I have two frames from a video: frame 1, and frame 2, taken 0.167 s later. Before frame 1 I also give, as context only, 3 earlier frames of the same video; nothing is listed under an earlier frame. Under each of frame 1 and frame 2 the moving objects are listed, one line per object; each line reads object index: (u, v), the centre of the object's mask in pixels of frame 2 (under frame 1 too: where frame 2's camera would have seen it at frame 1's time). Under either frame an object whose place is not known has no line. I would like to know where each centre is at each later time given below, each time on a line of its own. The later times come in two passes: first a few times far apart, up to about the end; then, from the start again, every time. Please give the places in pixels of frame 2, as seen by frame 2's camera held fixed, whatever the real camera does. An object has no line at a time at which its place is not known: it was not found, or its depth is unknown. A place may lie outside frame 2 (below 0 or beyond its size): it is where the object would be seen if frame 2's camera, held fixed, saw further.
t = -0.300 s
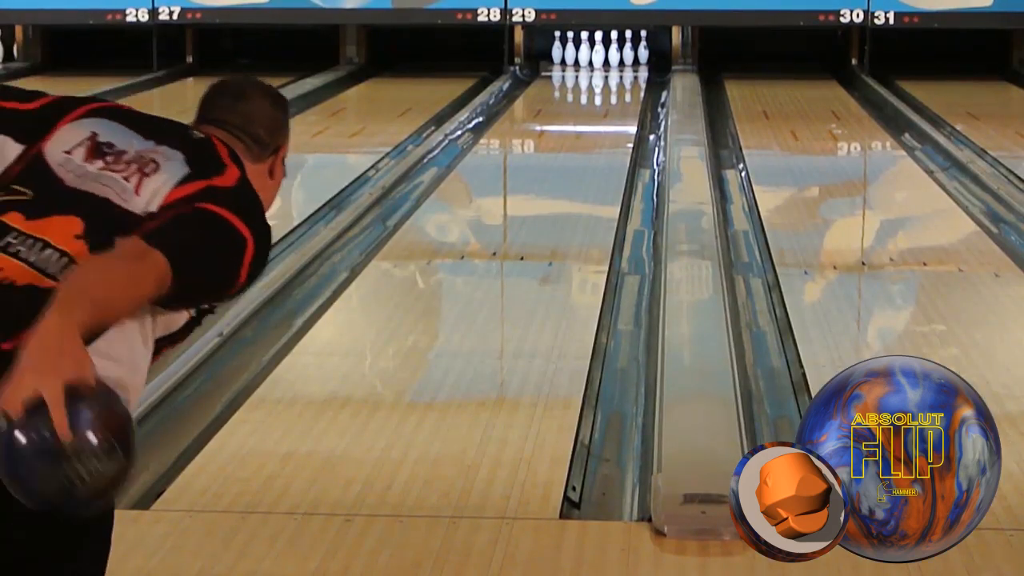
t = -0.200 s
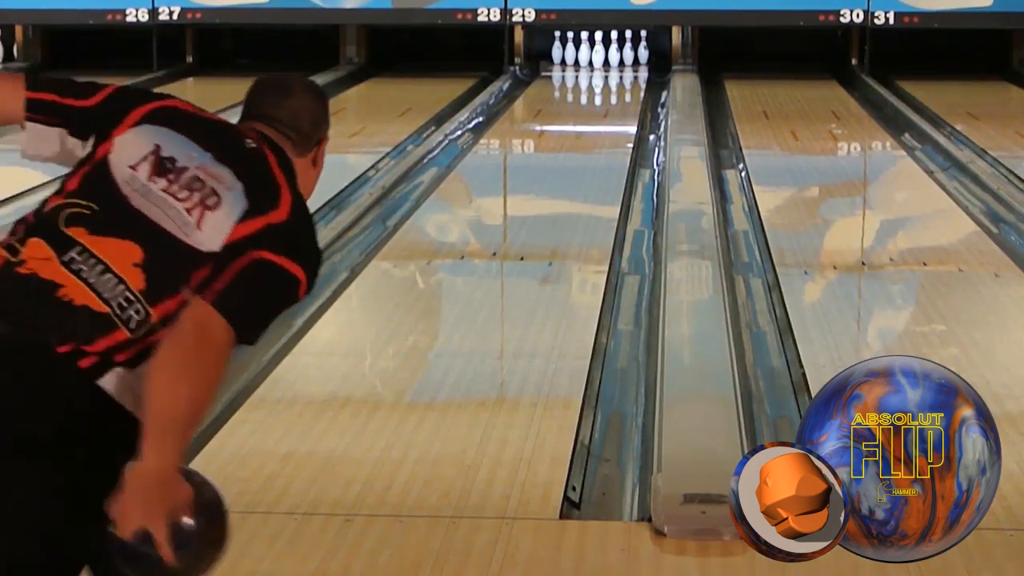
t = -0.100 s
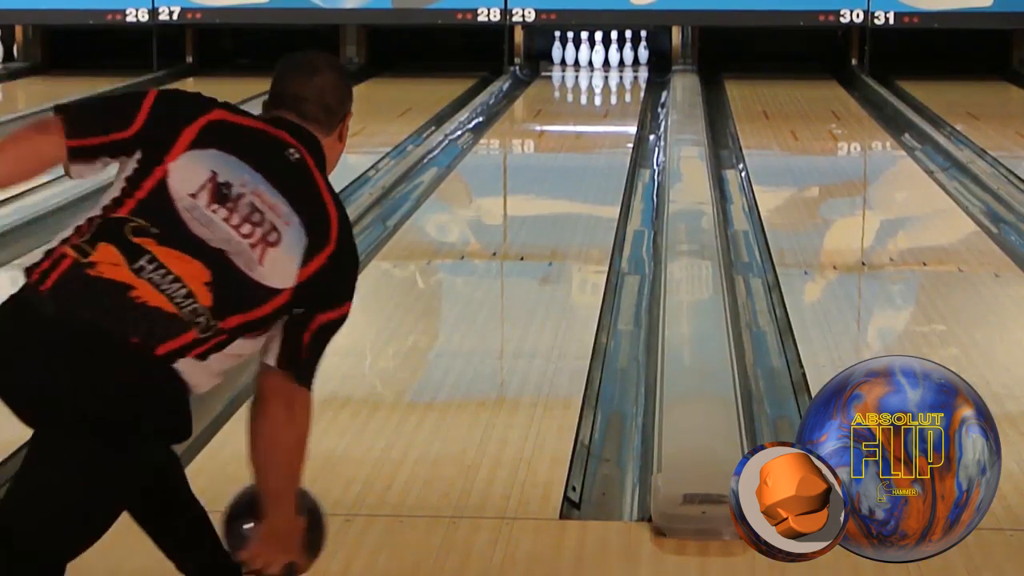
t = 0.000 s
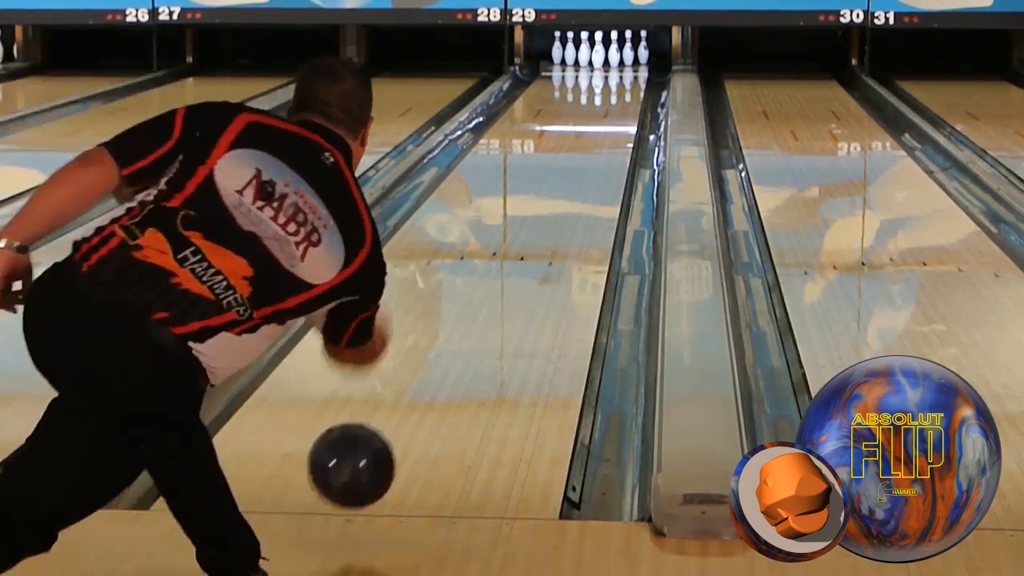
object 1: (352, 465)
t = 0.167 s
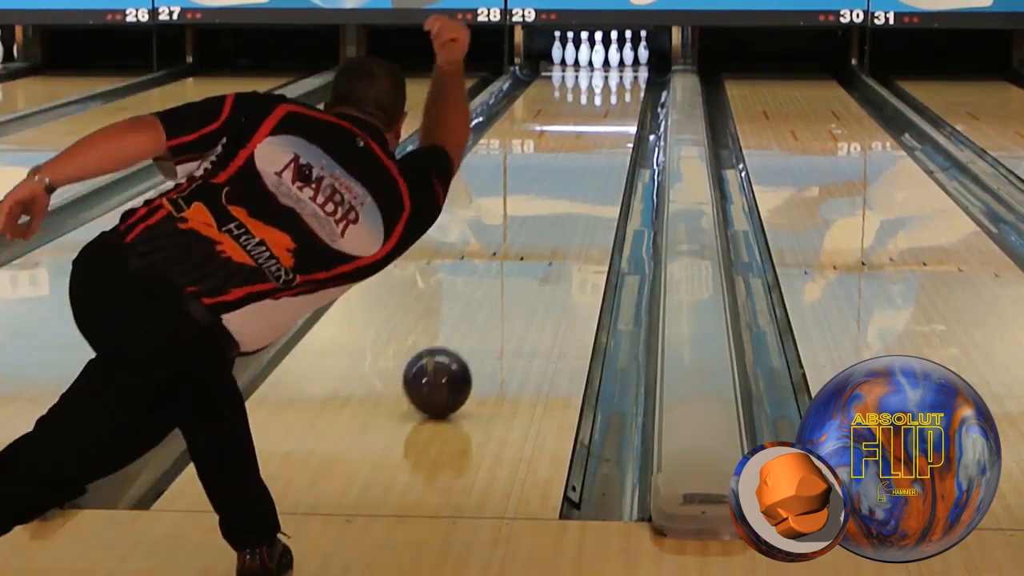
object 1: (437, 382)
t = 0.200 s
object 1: (450, 365)
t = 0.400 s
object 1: (510, 282)
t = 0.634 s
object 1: (557, 217)
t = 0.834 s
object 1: (583, 178)
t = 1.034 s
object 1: (603, 149)
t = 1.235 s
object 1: (615, 125)
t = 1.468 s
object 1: (624, 103)
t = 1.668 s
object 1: (626, 89)
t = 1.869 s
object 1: (623, 77)
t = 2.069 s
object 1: (613, 67)
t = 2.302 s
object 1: (606, 58)
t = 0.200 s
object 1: (450, 365)
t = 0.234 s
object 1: (462, 349)
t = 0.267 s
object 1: (473, 333)
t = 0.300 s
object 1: (483, 320)
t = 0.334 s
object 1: (493, 306)
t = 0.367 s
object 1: (502, 294)
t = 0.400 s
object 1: (510, 282)
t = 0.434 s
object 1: (518, 271)
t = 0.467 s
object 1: (526, 261)
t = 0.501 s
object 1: (535, 254)
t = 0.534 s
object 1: (539, 242)
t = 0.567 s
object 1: (545, 233)
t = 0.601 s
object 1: (551, 225)
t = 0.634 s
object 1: (557, 217)
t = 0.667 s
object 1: (562, 210)
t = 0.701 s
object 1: (567, 203)
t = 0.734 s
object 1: (571, 196)
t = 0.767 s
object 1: (576, 190)
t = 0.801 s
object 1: (580, 184)
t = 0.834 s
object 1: (583, 178)
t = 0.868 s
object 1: (587, 173)
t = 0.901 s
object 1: (591, 168)
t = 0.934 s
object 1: (594, 162)
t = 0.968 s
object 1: (597, 158)
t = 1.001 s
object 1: (600, 153)
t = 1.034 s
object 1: (603, 149)
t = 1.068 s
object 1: (605, 144)
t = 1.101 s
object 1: (608, 140)
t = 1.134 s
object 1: (610, 136)
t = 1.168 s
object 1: (612, 132)
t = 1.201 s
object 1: (614, 129)
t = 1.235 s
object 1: (615, 125)
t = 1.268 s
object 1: (617, 121)
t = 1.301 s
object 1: (618, 119)
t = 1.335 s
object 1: (620, 115)
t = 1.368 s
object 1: (621, 112)
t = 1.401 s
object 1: (622, 109)
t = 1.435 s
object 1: (623, 106)
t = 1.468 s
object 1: (624, 103)
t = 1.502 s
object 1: (625, 101)
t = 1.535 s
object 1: (625, 99)
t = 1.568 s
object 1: (626, 96)
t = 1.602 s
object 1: (626, 93)
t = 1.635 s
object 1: (627, 91)
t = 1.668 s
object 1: (626, 89)
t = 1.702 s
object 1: (626, 87)
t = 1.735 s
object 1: (626, 85)
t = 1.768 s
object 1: (625, 83)
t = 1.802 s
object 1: (625, 81)
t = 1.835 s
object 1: (624, 79)
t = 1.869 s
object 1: (623, 77)
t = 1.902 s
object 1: (621, 75)
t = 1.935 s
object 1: (621, 73)
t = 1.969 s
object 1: (619, 71)
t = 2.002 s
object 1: (617, 70)
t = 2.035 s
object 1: (615, 68)
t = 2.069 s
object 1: (613, 67)
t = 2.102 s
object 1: (612, 65)
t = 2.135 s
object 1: (611, 65)
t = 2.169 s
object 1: (609, 62)
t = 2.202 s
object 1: (607, 61)
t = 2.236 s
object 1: (605, 61)
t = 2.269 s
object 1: (605, 59)
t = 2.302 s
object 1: (606, 58)
